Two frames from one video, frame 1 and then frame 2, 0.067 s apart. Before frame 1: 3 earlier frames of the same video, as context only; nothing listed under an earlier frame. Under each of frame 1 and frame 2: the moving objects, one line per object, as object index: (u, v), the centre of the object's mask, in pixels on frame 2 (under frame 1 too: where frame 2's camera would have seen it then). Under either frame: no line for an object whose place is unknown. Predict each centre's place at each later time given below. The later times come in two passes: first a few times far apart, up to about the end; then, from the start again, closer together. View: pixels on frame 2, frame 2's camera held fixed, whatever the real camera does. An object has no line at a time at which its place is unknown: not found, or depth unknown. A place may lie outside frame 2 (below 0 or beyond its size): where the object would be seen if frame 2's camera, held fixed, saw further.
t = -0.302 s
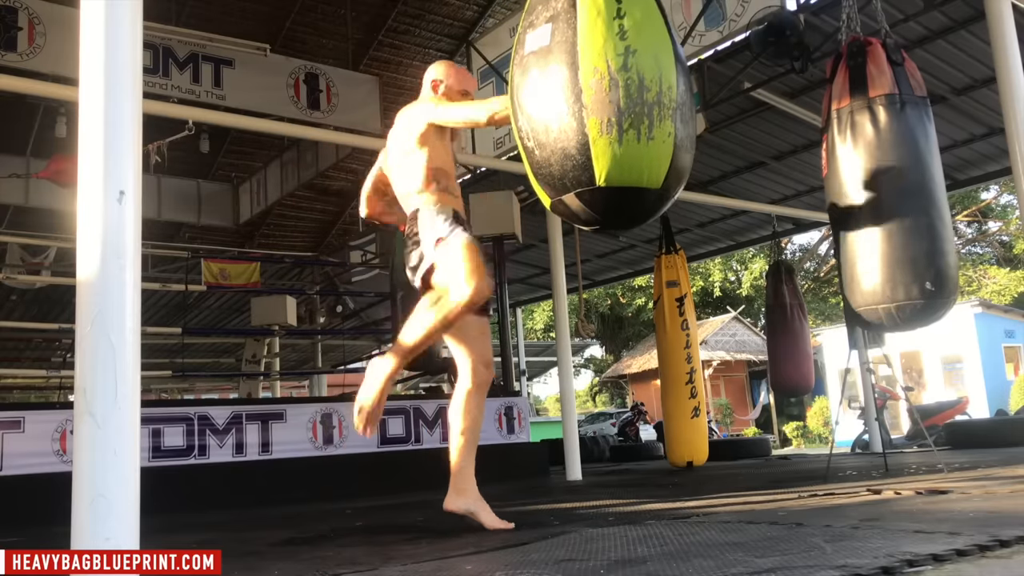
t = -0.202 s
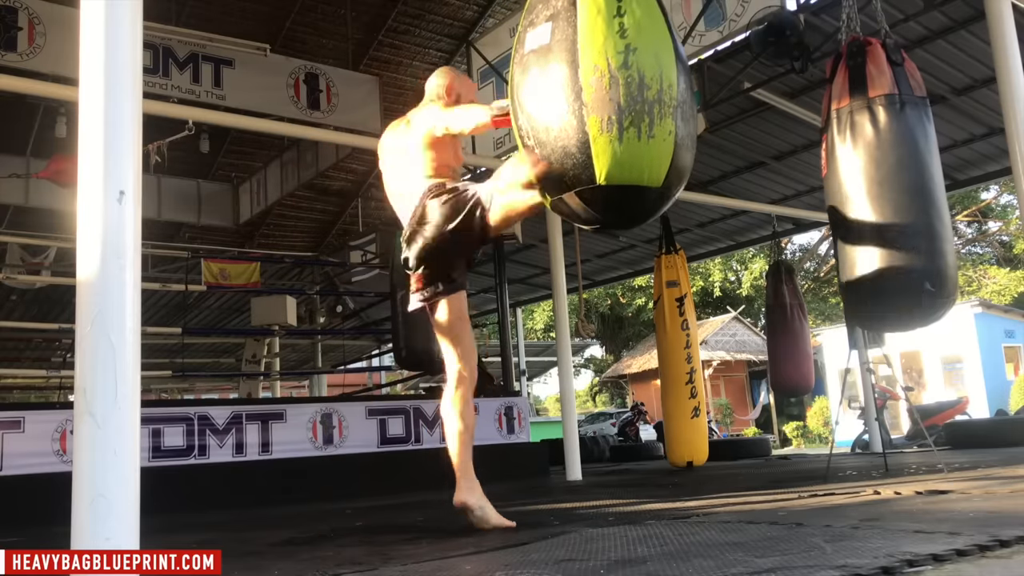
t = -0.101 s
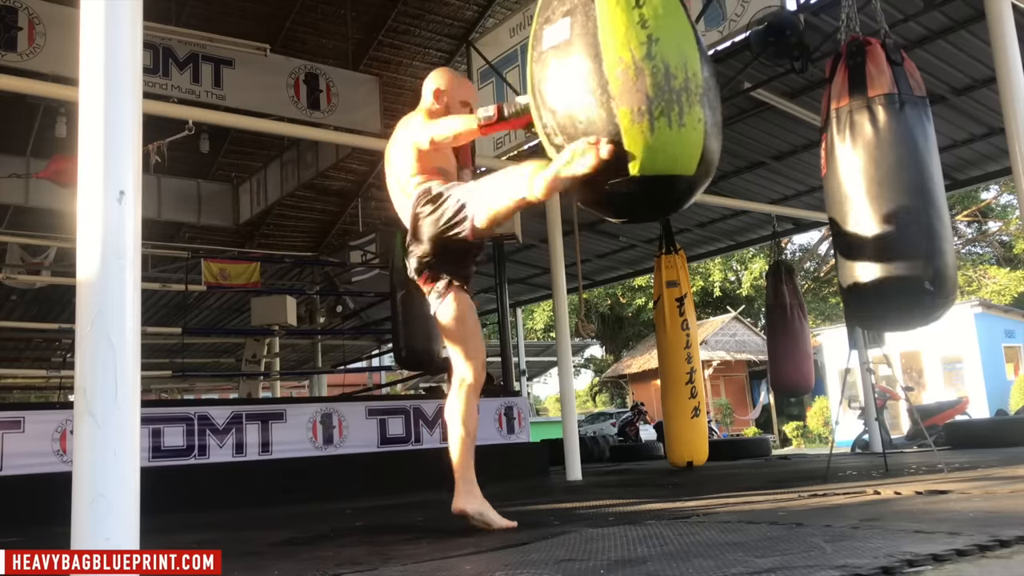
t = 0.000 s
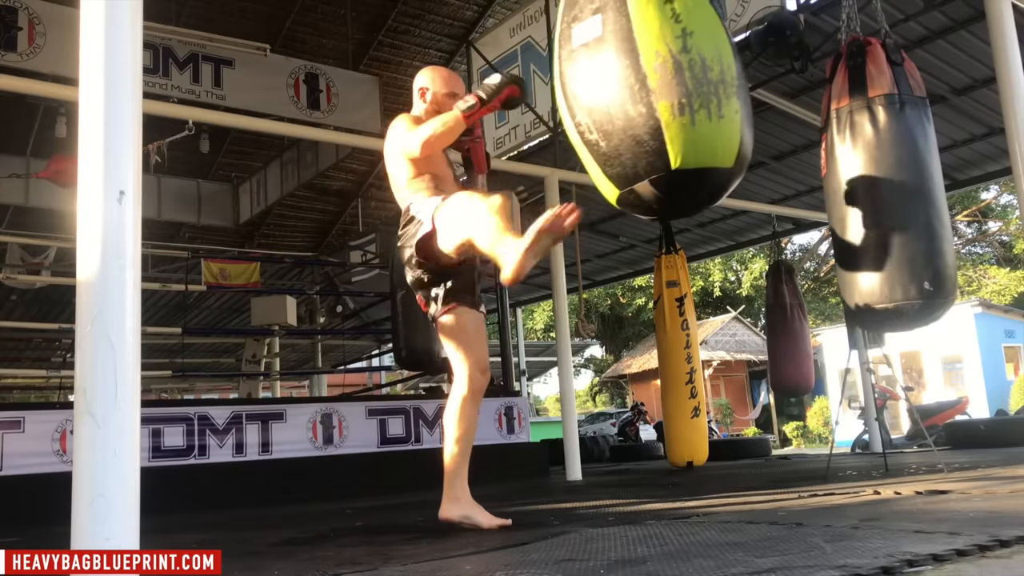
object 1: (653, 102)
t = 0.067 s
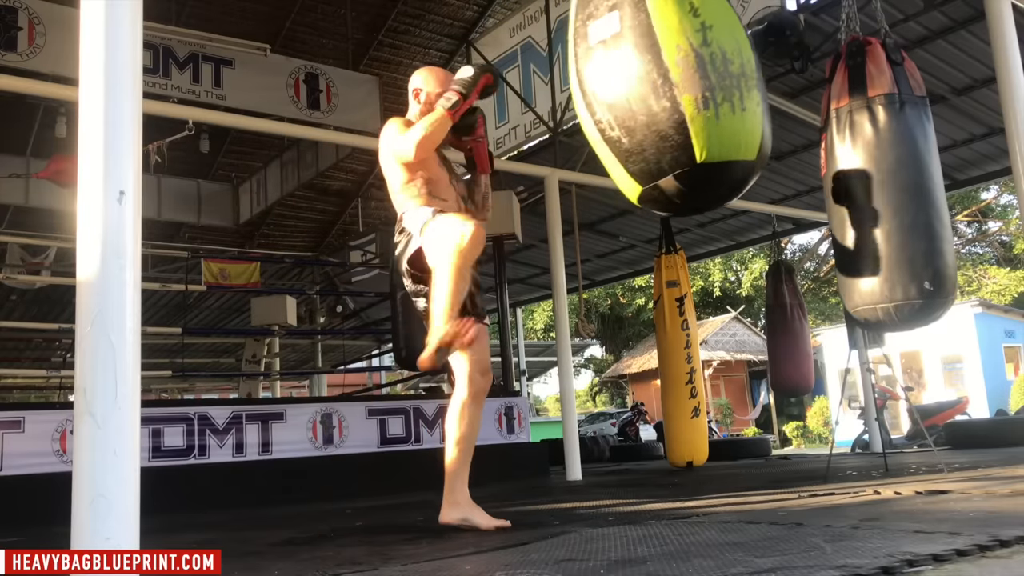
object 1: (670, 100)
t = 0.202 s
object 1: (694, 95)
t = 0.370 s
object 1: (705, 94)
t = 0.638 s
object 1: (673, 102)
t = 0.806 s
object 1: (630, 109)
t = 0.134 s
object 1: (684, 98)
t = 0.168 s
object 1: (689, 96)
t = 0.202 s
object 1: (694, 95)
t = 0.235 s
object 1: (699, 95)
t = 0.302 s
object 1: (704, 94)
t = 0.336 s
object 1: (705, 94)
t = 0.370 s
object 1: (705, 94)
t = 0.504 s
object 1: (696, 97)
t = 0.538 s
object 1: (692, 98)
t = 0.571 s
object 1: (686, 99)
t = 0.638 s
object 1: (673, 102)
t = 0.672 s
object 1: (665, 104)
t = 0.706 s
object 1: (657, 105)
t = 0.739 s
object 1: (648, 107)
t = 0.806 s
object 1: (630, 109)
